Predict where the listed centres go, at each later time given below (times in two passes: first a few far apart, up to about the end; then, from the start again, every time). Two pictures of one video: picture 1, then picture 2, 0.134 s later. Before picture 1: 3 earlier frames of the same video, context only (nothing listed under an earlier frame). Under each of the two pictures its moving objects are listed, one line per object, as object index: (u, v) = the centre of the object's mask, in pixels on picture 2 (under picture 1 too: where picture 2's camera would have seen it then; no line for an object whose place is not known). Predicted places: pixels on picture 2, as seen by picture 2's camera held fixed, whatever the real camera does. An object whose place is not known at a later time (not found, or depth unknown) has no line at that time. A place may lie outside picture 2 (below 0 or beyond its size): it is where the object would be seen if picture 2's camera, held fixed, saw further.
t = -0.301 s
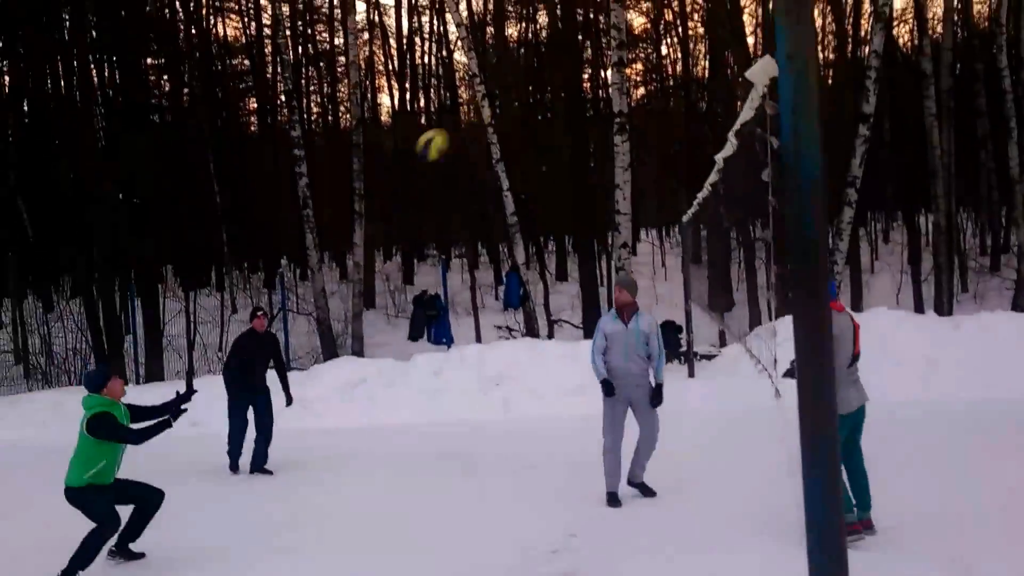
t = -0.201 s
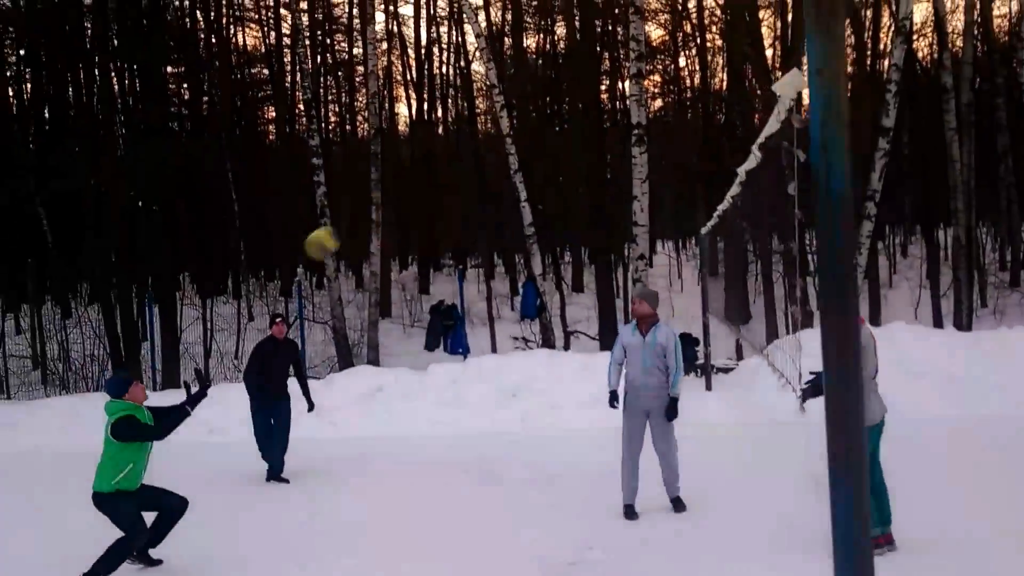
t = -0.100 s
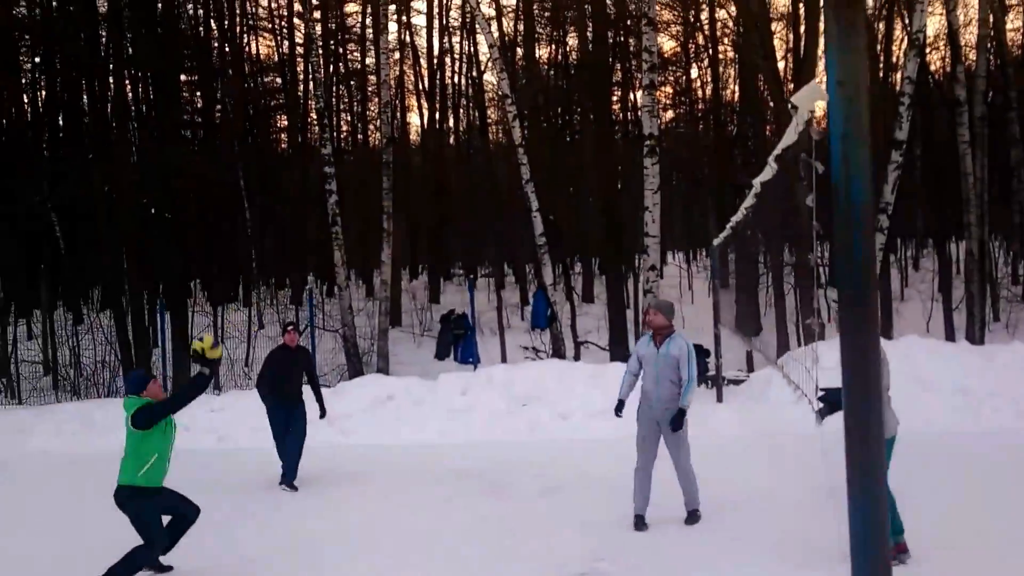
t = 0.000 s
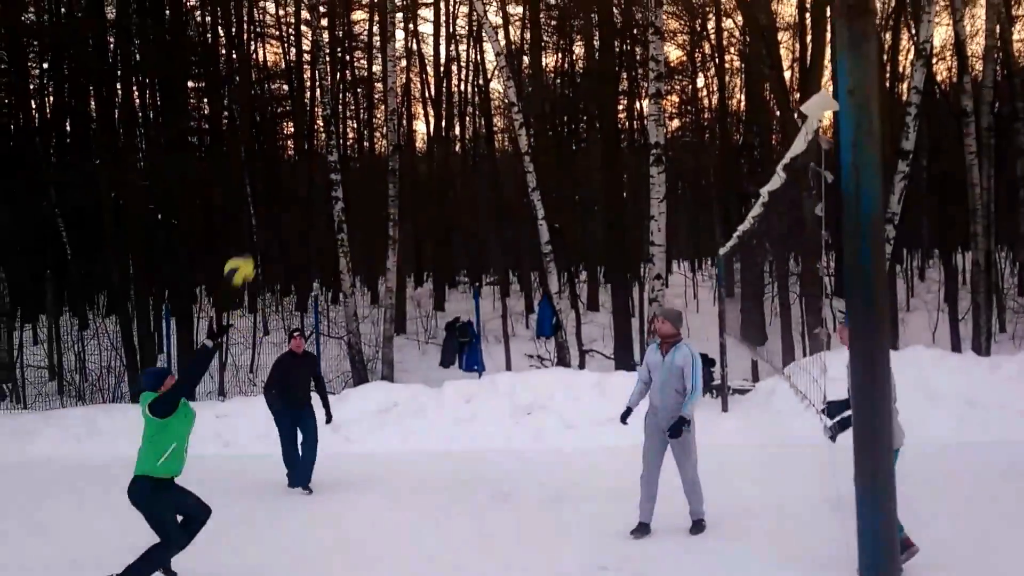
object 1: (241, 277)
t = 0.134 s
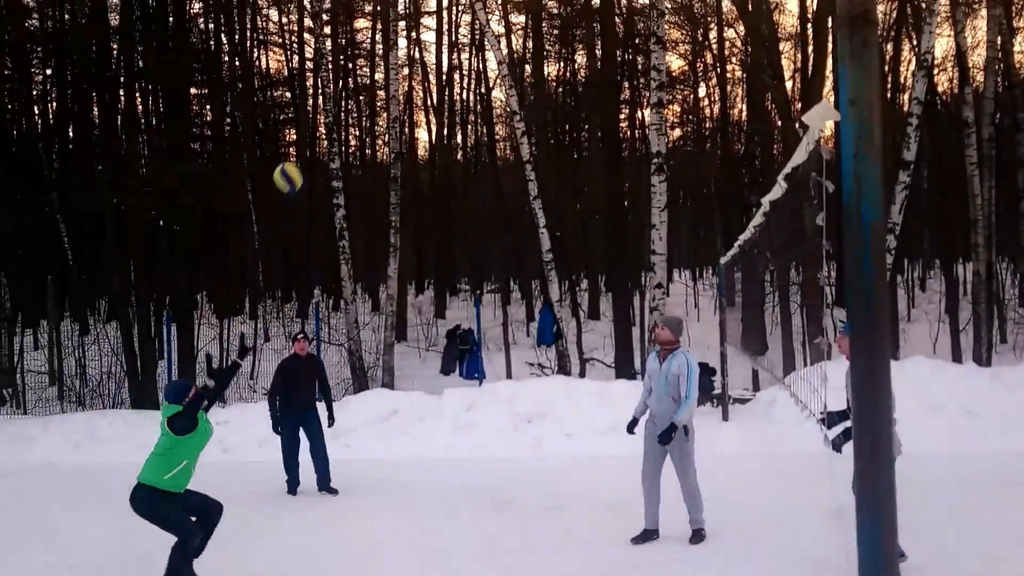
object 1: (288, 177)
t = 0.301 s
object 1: (345, 93)
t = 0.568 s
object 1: (432, 39)
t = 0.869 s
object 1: (529, 88)
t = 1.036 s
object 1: (580, 161)
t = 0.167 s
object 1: (300, 157)
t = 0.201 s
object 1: (311, 140)
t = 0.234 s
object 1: (323, 123)
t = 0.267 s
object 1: (334, 107)
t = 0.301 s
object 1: (345, 93)
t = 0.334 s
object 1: (356, 82)
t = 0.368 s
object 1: (366, 72)
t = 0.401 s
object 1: (379, 62)
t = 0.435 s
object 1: (389, 54)
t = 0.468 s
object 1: (400, 49)
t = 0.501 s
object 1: (411, 44)
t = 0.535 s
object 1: (421, 40)
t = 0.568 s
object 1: (432, 39)
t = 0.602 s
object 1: (444, 39)
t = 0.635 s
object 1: (455, 41)
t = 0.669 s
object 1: (466, 43)
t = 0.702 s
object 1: (476, 47)
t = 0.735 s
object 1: (488, 53)
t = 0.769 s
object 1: (498, 60)
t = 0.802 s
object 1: (509, 68)
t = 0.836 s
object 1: (519, 77)
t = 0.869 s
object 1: (529, 88)
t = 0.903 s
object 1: (539, 100)
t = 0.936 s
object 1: (549, 114)
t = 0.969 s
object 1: (560, 128)
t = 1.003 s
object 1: (570, 143)
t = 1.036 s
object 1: (580, 161)
